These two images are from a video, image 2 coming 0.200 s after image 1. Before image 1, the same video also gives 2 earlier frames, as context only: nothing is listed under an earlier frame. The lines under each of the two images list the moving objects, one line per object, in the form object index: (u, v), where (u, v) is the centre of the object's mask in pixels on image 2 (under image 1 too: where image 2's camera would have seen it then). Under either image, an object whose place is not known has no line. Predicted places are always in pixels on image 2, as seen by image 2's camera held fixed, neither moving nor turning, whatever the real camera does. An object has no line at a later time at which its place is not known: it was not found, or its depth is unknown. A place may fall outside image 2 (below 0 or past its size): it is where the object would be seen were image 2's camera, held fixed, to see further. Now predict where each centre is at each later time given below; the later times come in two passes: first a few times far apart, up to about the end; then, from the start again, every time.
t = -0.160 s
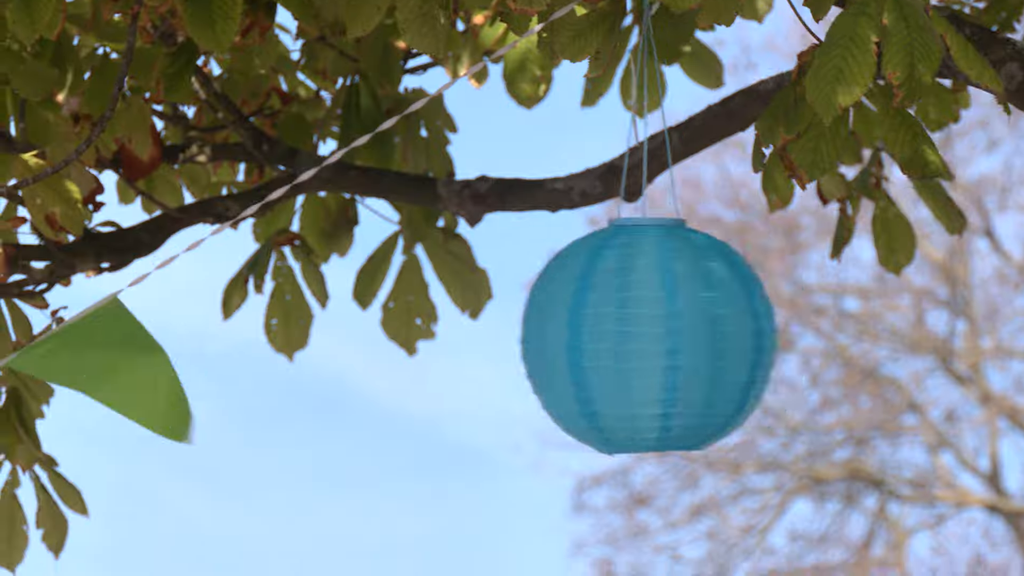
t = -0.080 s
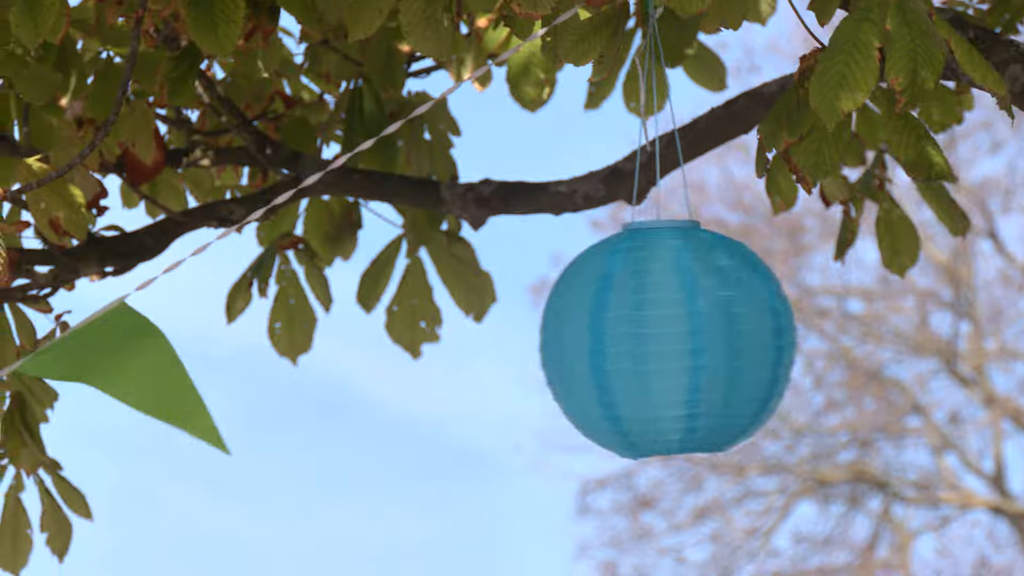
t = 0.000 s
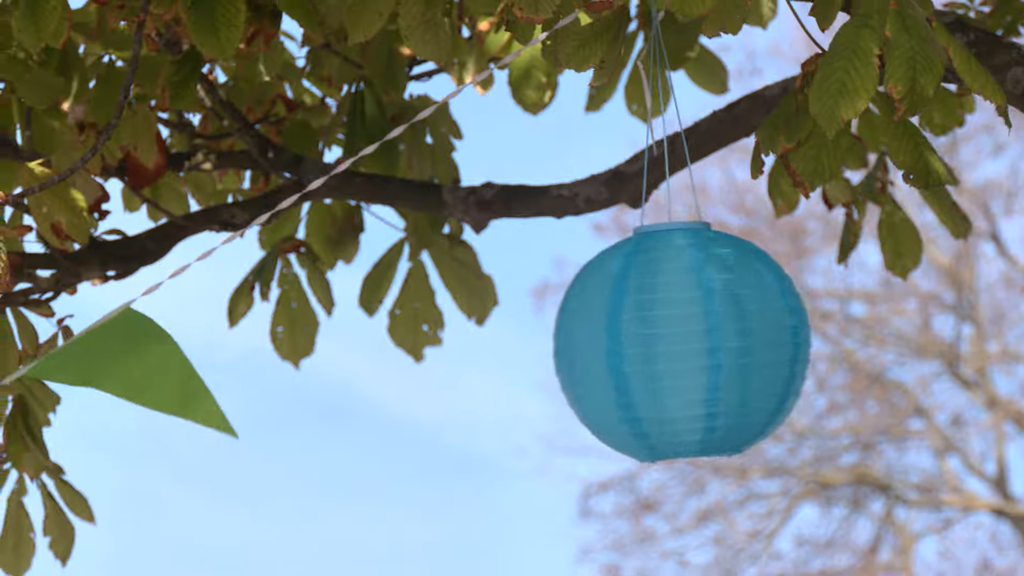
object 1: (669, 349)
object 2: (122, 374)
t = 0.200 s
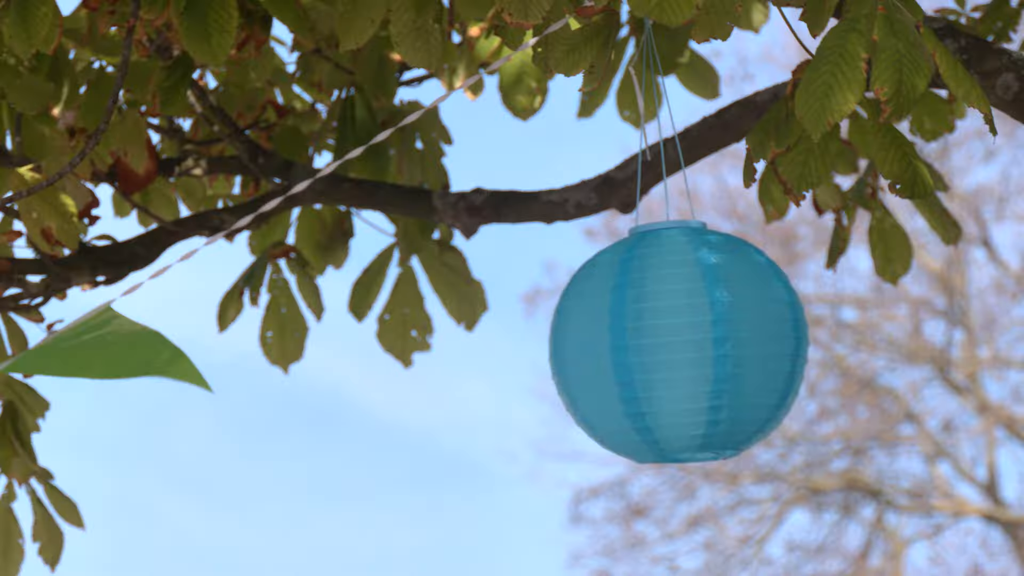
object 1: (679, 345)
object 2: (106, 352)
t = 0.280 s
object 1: (675, 343)
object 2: (99, 349)
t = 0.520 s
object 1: (645, 338)
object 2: (109, 371)
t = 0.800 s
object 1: (627, 344)
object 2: (121, 412)
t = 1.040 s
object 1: (649, 352)
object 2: (109, 426)
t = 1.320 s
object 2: (116, 448)
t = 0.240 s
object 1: (677, 344)
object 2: (99, 349)
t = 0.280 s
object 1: (675, 343)
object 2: (99, 349)
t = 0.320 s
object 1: (671, 342)
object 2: (101, 350)
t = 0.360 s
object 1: (666, 341)
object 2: (104, 353)
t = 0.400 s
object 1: (661, 340)
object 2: (108, 358)
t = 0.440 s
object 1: (656, 339)
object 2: (113, 363)
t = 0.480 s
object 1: (650, 339)
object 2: (112, 368)
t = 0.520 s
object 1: (645, 338)
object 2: (109, 371)
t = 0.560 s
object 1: (640, 338)
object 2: (107, 375)
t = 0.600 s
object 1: (635, 338)
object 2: (109, 382)
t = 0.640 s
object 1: (632, 339)
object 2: (113, 392)
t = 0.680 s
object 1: (629, 339)
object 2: (117, 401)
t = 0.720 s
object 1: (628, 341)
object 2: (120, 408)
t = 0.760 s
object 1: (627, 342)
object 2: (122, 411)
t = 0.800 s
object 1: (627, 344)
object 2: (121, 412)
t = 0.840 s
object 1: (629, 345)
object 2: (121, 414)
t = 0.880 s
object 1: (632, 347)
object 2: (122, 418)
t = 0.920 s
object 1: (635, 349)
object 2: (125, 424)
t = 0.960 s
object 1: (639, 350)
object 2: (124, 428)
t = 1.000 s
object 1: (644, 351)
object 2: (119, 429)
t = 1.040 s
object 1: (649, 352)
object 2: (109, 426)
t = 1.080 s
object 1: (655, 351)
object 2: (100, 420)
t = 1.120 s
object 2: (95, 416)
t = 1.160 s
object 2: (94, 418)
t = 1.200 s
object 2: (99, 427)
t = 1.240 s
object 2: (104, 435)
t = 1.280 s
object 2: (110, 441)
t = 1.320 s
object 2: (116, 448)
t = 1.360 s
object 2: (121, 453)
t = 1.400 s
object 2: (124, 454)
